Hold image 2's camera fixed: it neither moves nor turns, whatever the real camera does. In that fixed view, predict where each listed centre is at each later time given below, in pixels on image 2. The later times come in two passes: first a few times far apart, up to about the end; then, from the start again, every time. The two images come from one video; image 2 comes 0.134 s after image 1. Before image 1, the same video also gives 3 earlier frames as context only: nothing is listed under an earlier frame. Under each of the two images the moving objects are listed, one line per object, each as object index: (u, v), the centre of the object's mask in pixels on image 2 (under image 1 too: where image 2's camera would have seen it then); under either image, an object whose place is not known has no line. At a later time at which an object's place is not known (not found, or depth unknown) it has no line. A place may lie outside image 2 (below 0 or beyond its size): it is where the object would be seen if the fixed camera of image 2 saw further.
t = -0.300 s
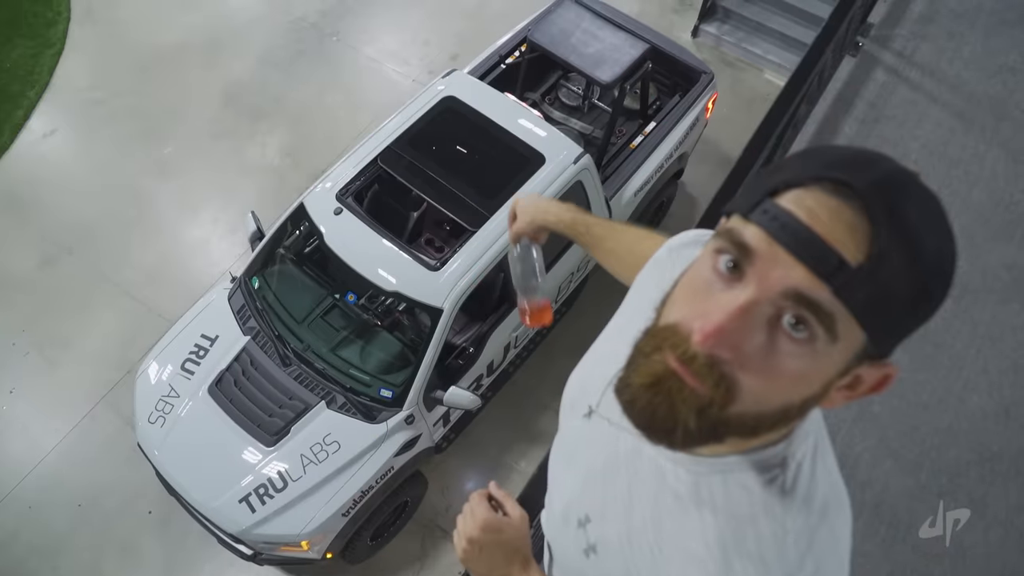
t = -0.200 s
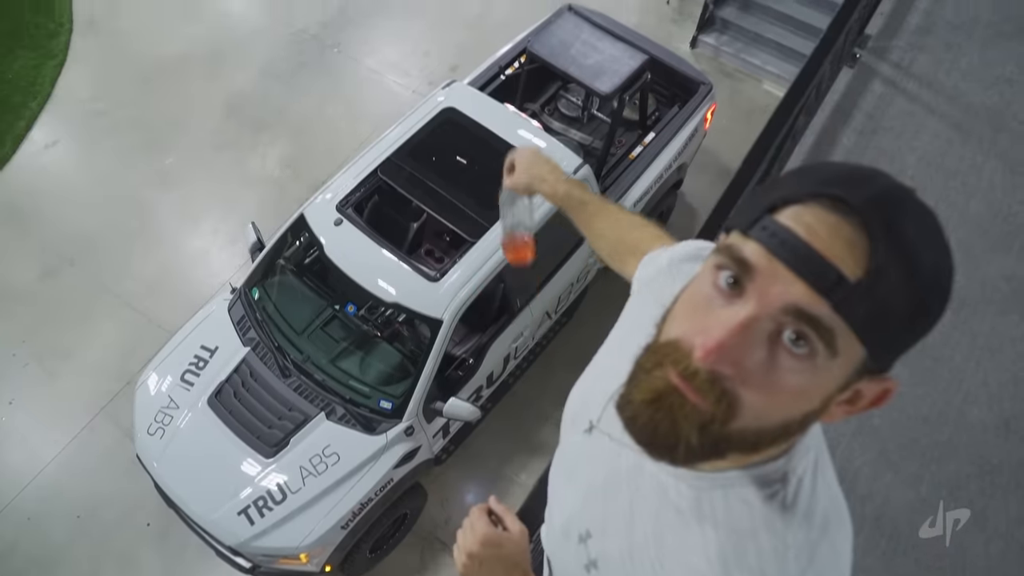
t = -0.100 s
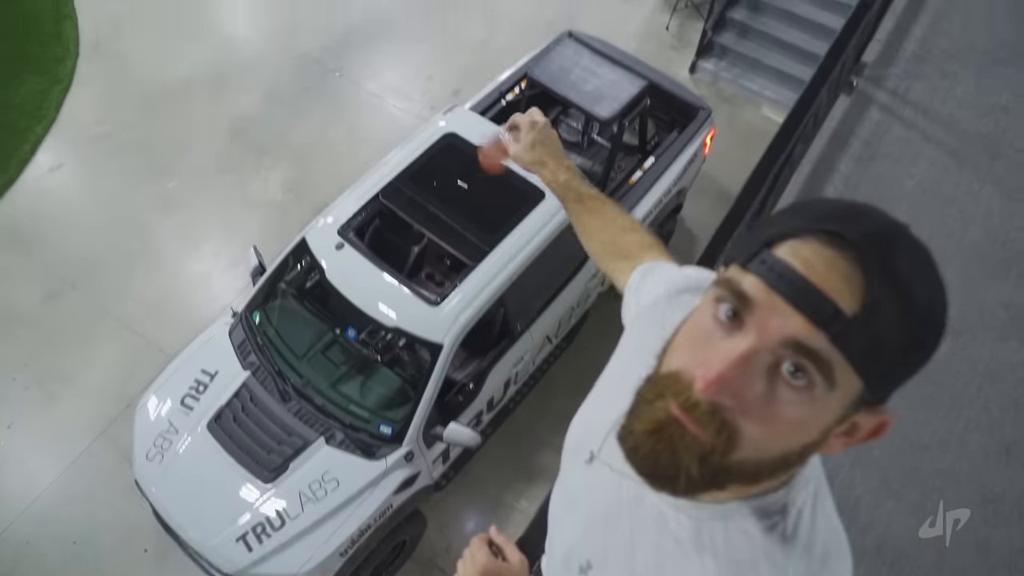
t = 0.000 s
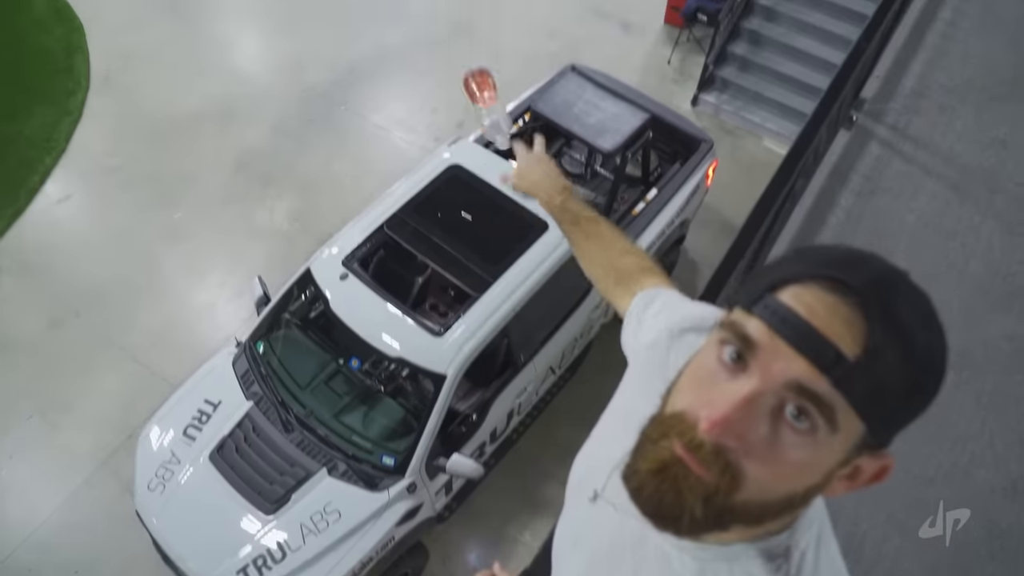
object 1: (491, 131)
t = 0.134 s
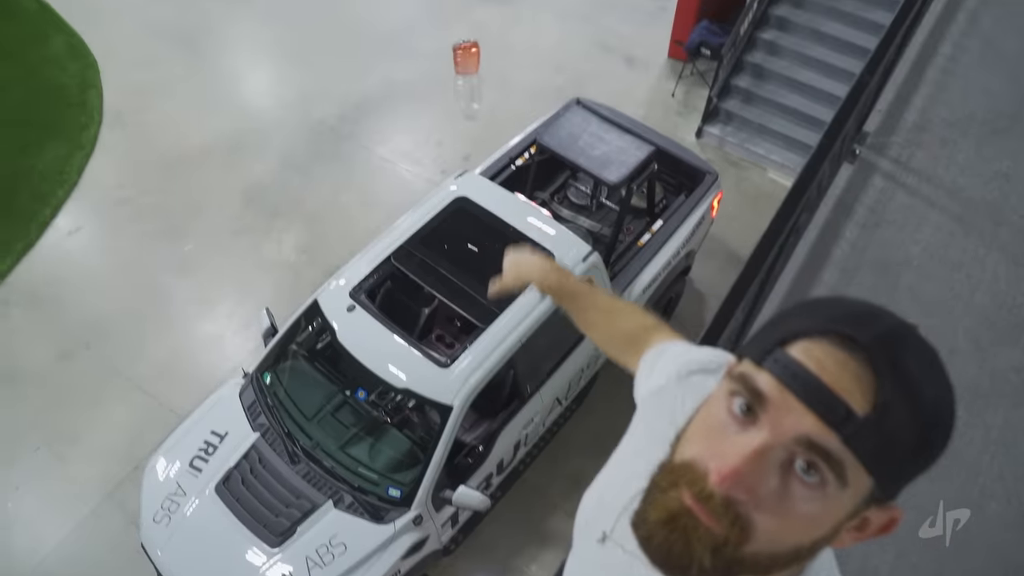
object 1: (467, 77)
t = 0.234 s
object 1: (455, 64)
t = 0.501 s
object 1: (441, 142)
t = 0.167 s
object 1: (462, 68)
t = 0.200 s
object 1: (458, 64)
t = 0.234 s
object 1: (455, 64)
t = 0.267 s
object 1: (453, 68)
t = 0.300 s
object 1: (451, 73)
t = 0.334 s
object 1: (449, 82)
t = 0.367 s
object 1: (448, 93)
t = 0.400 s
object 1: (447, 104)
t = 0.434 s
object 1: (445, 116)
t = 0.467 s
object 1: (443, 129)
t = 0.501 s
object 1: (441, 142)
